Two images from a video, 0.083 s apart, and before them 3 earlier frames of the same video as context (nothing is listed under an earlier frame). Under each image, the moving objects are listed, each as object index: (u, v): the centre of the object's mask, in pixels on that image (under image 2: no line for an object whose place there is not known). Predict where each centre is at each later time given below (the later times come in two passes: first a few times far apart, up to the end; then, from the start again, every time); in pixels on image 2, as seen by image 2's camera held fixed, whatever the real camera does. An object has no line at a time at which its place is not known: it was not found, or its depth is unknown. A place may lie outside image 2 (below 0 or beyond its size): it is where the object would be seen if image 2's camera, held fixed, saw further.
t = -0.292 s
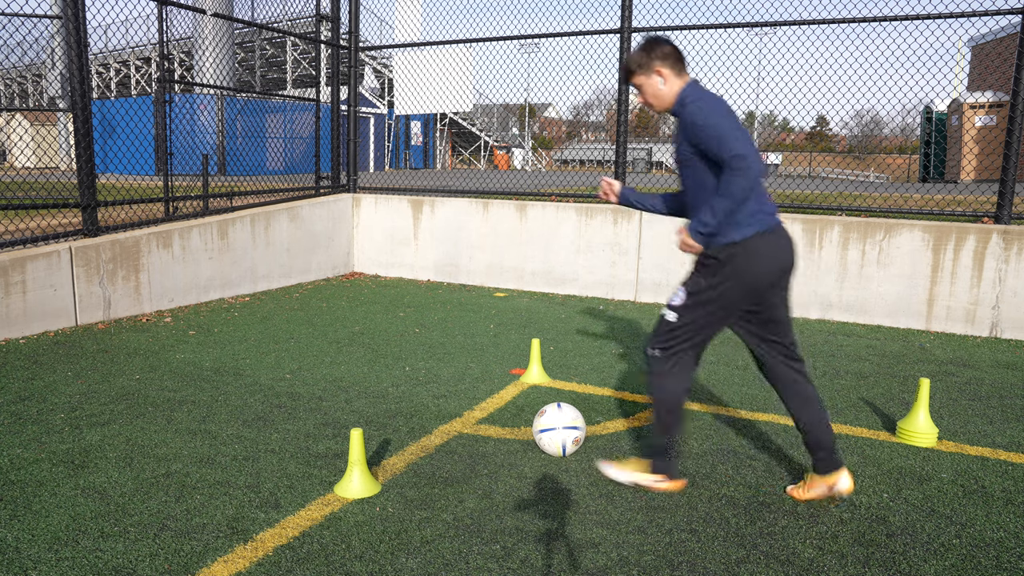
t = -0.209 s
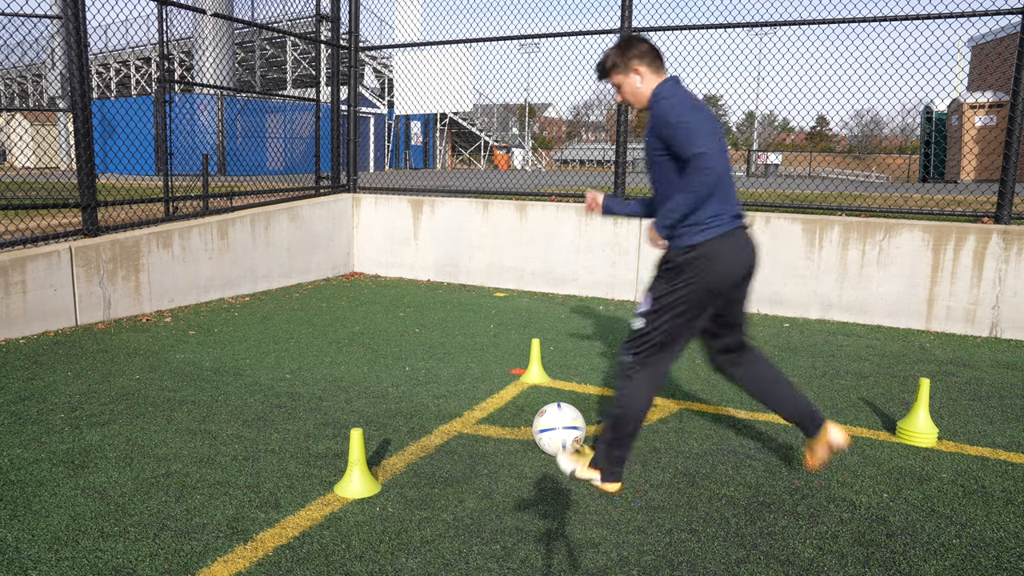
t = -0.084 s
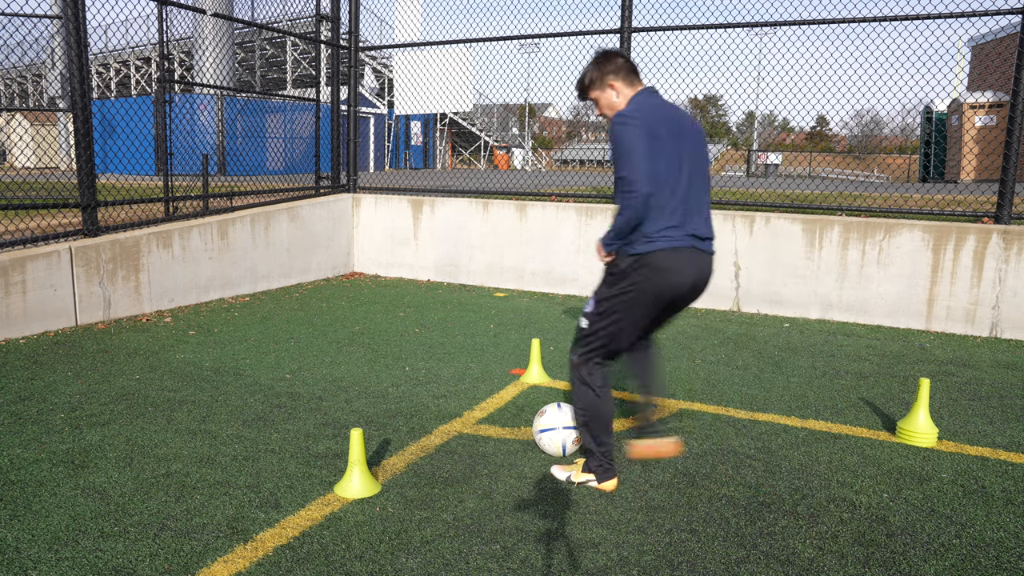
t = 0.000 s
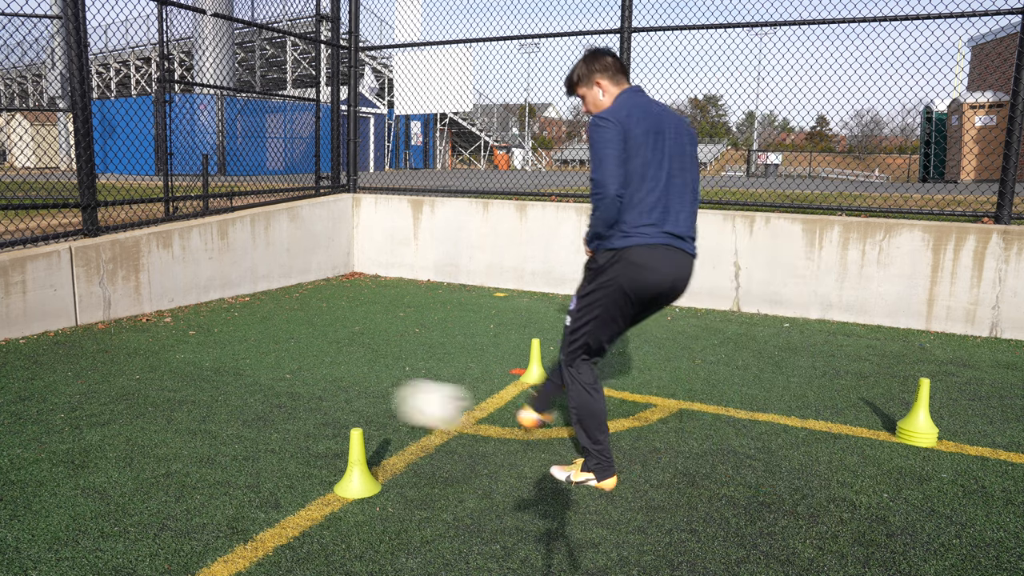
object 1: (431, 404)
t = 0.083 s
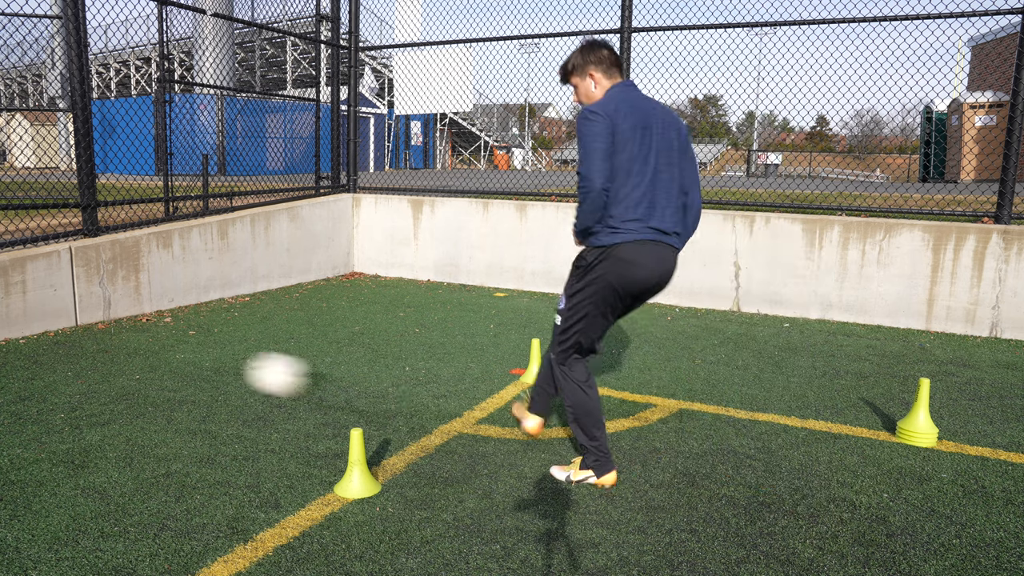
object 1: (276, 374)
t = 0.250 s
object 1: (69, 333)
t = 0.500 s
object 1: (153, 333)
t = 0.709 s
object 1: (343, 402)
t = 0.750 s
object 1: (381, 406)
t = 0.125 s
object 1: (214, 362)
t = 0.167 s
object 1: (160, 353)
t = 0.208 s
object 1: (112, 341)
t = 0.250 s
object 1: (69, 333)
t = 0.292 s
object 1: (29, 327)
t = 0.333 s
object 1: (39, 324)
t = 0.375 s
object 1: (65, 322)
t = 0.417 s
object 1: (92, 323)
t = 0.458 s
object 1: (122, 326)
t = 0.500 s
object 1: (153, 333)
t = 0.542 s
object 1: (187, 343)
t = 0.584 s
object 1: (224, 358)
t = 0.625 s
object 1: (265, 378)
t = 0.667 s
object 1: (307, 400)
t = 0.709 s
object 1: (343, 402)
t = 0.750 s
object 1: (381, 406)
